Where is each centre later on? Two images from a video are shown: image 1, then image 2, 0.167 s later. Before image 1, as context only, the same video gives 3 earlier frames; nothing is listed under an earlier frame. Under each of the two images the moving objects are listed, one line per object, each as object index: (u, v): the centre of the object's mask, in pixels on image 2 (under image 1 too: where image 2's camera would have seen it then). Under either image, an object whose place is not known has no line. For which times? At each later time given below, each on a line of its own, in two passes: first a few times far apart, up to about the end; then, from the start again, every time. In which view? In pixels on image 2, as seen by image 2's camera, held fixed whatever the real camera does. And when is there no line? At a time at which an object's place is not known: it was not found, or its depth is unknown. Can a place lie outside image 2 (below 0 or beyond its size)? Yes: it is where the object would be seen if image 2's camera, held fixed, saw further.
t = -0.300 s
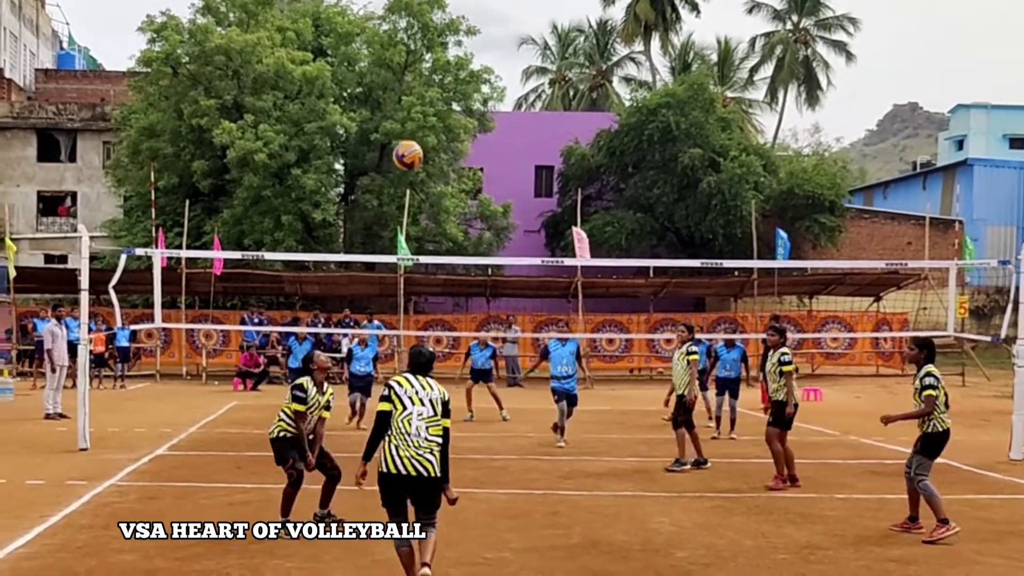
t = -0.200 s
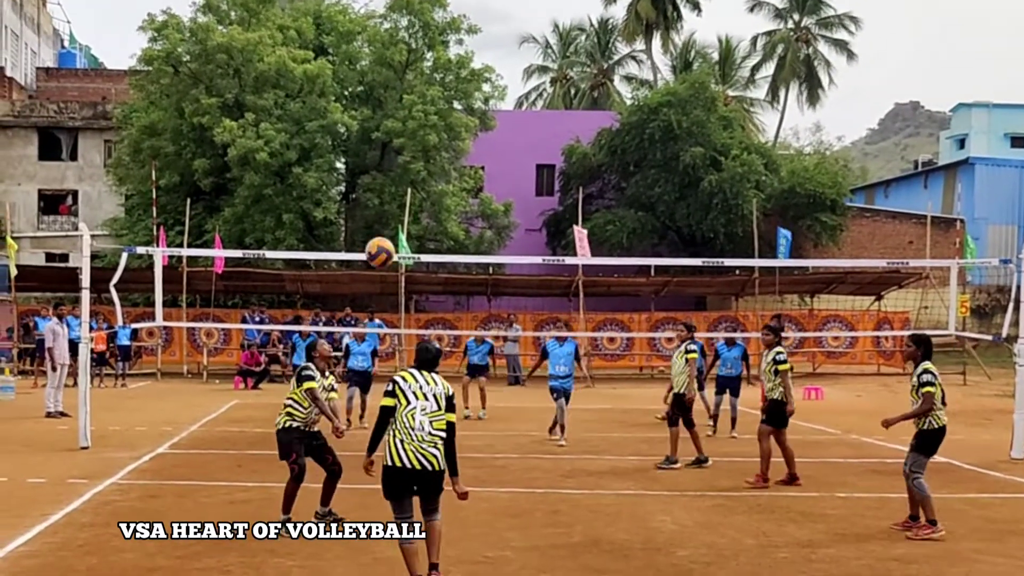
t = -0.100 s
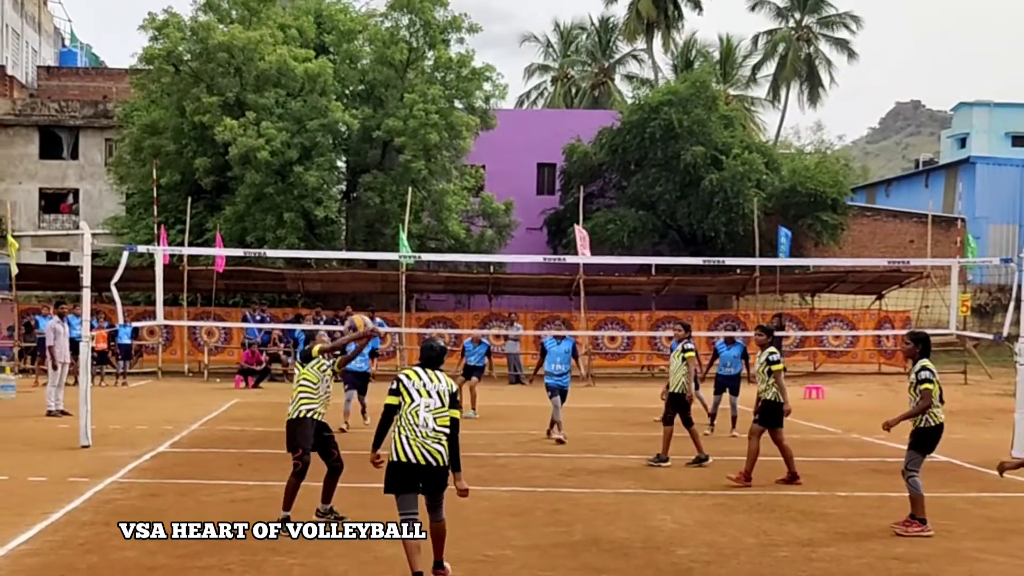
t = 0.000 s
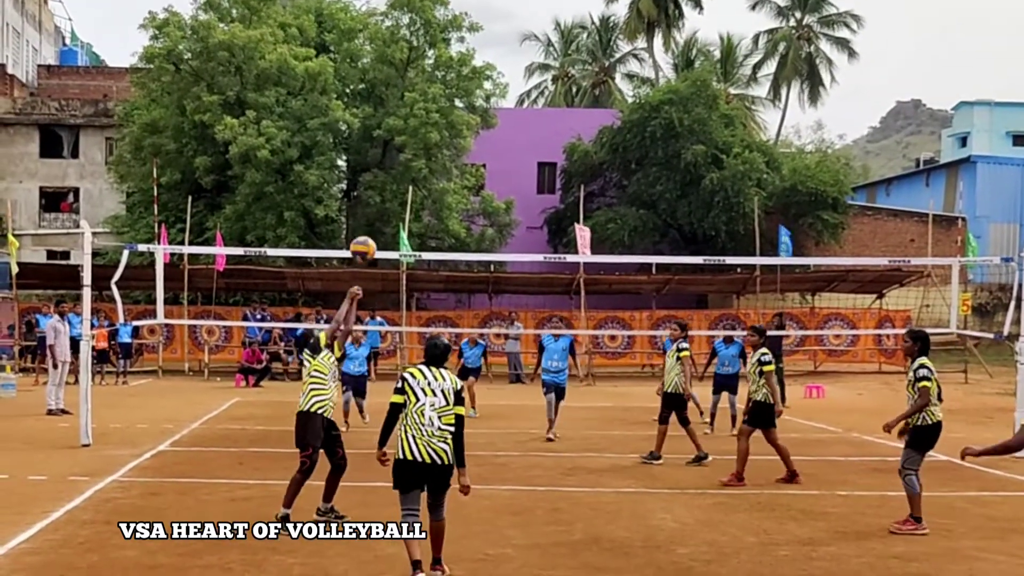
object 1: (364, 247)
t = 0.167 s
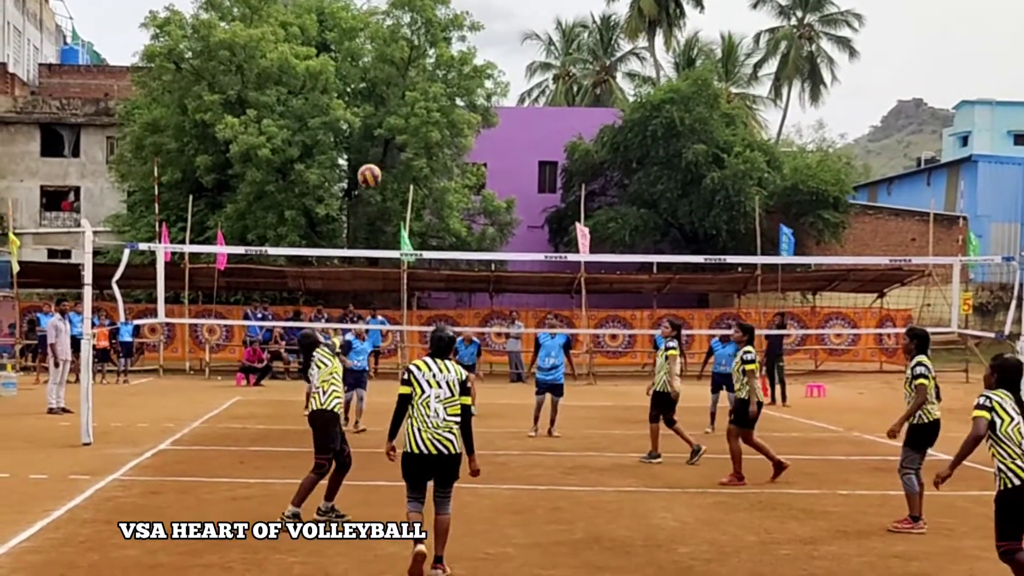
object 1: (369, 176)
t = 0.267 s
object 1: (371, 158)
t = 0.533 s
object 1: (372, 169)
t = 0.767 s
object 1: (371, 227)
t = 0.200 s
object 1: (370, 168)
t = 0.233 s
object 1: (370, 162)
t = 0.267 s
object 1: (371, 158)
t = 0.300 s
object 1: (371, 155)
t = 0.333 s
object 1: (371, 154)
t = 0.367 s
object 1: (371, 154)
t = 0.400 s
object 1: (371, 155)
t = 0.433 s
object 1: (372, 157)
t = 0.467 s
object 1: (372, 160)
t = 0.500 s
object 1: (372, 163)
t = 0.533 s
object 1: (372, 169)
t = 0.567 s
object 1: (372, 176)
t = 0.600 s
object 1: (372, 182)
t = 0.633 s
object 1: (371, 189)
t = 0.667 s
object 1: (372, 198)
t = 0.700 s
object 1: (371, 207)
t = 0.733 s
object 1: (372, 217)
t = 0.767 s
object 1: (371, 227)
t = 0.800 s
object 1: (371, 238)
